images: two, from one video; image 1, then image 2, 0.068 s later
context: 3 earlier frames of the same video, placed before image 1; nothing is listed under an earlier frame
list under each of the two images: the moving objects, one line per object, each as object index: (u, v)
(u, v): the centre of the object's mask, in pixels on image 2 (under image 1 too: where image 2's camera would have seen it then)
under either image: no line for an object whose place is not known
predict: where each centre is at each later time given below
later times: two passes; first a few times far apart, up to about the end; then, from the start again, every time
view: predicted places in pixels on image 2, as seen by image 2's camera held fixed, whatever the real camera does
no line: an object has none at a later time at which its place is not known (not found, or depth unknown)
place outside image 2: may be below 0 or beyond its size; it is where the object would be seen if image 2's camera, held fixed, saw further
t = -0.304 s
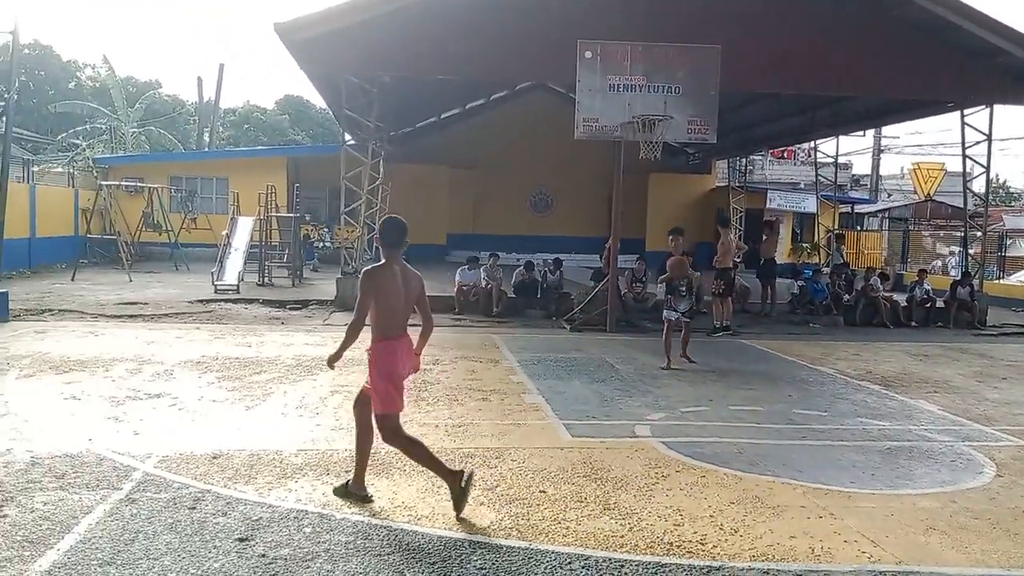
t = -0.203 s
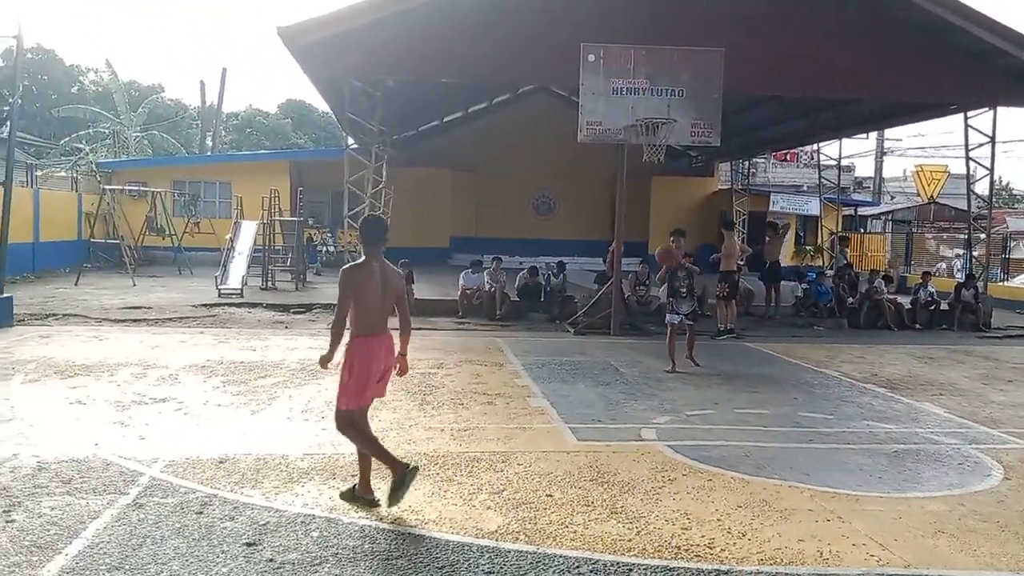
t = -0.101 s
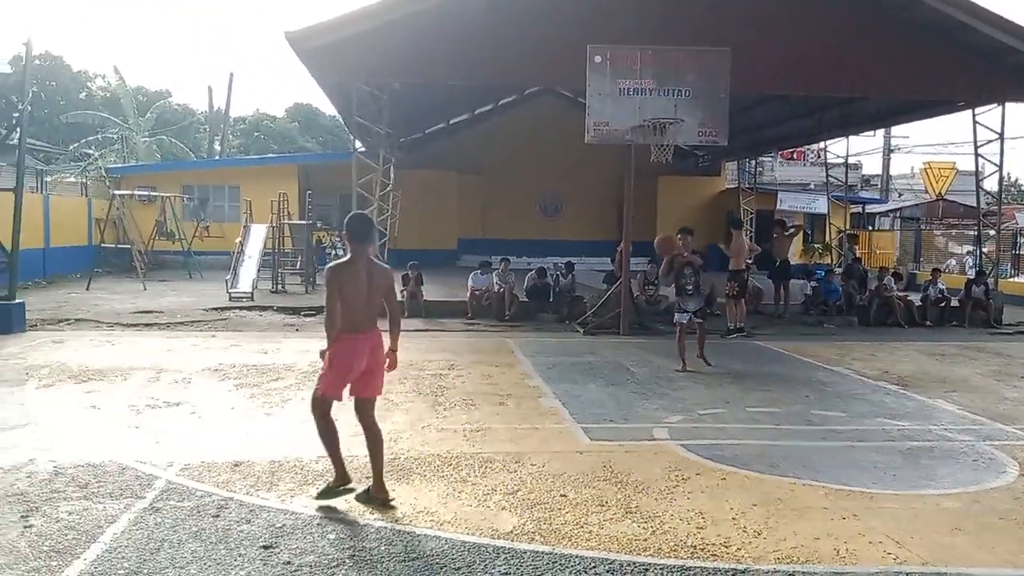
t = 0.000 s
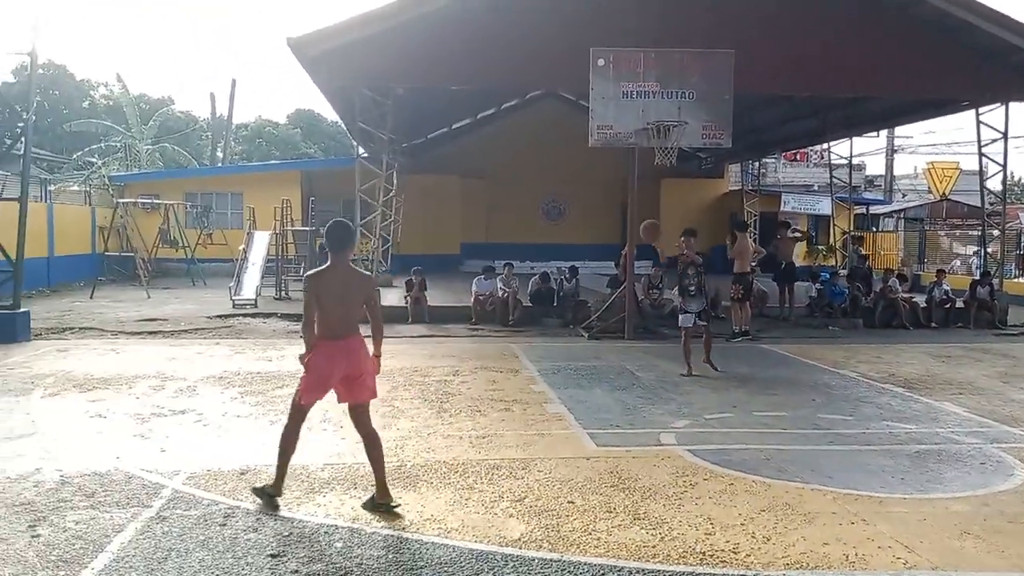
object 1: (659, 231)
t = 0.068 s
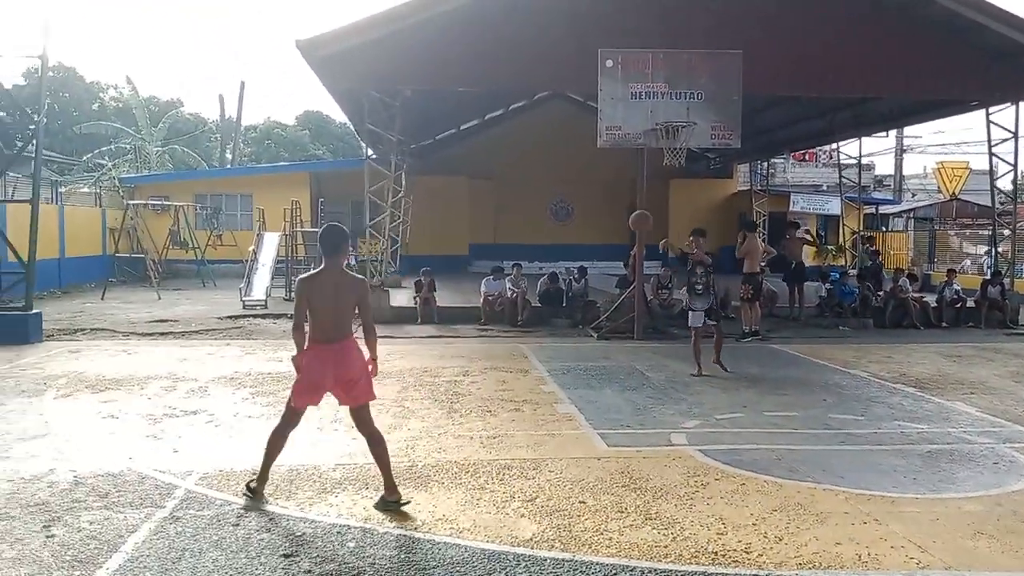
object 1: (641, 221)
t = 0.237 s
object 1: (587, 214)
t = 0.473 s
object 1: (502, 260)
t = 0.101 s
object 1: (630, 219)
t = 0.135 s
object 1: (621, 217)
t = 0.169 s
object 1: (610, 215)
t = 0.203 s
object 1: (599, 214)
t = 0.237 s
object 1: (587, 214)
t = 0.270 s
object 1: (575, 216)
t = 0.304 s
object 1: (563, 220)
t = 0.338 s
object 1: (554, 226)
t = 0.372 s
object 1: (540, 231)
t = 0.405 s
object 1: (528, 240)
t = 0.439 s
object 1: (516, 248)
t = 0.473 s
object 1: (502, 260)
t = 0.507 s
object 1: (485, 271)
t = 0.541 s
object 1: (473, 285)
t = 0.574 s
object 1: (455, 302)
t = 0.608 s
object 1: (439, 320)
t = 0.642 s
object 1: (421, 340)
